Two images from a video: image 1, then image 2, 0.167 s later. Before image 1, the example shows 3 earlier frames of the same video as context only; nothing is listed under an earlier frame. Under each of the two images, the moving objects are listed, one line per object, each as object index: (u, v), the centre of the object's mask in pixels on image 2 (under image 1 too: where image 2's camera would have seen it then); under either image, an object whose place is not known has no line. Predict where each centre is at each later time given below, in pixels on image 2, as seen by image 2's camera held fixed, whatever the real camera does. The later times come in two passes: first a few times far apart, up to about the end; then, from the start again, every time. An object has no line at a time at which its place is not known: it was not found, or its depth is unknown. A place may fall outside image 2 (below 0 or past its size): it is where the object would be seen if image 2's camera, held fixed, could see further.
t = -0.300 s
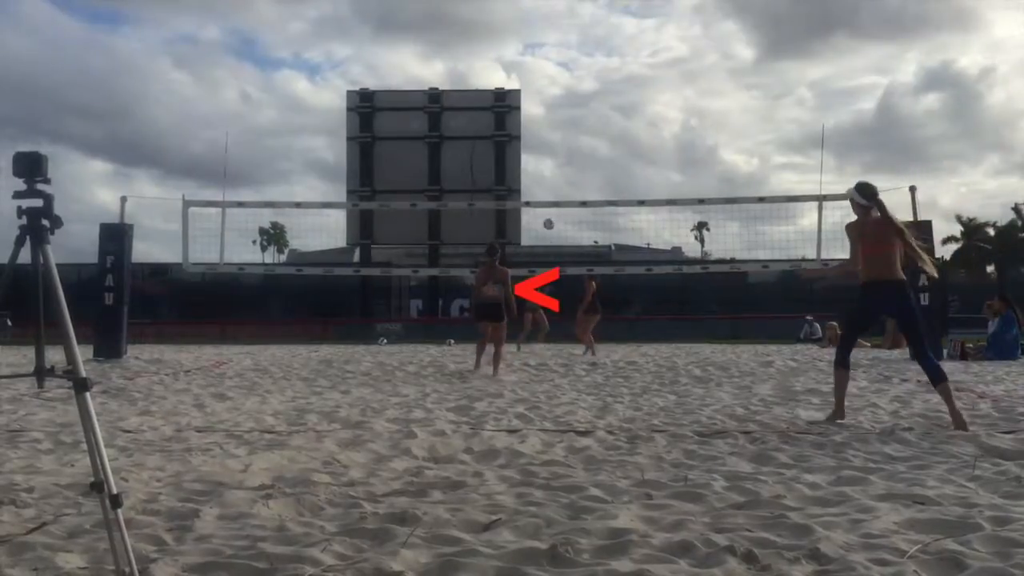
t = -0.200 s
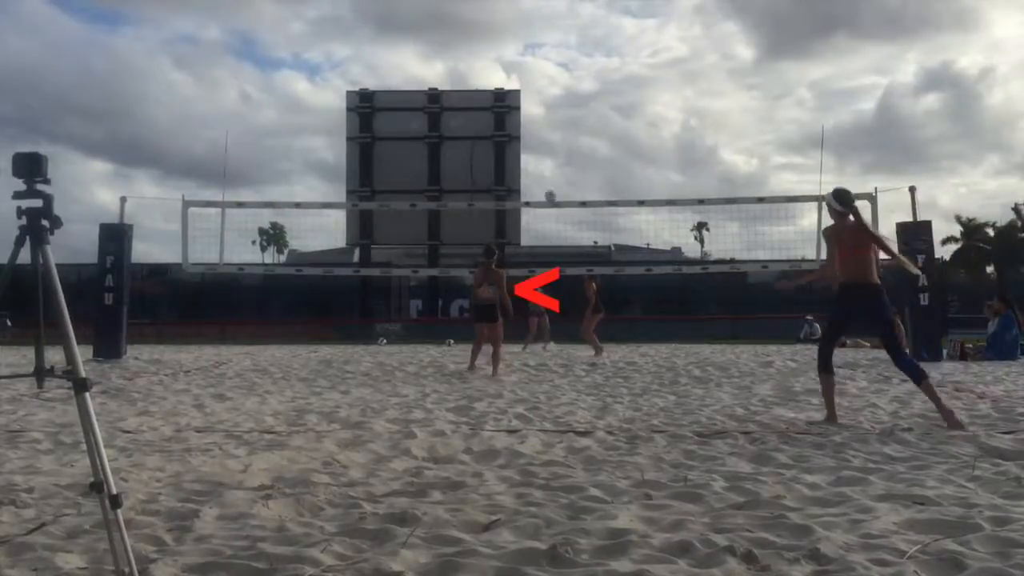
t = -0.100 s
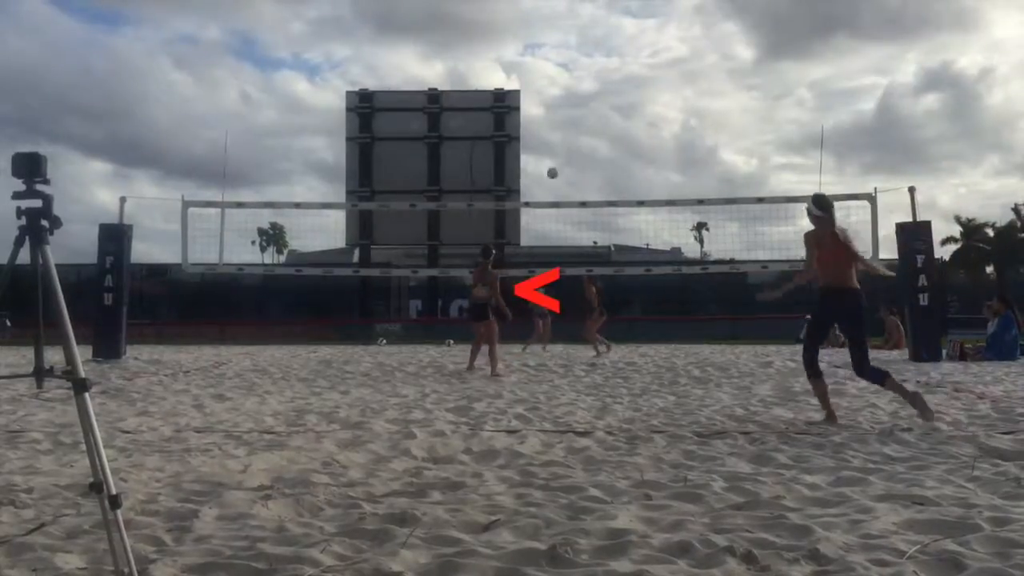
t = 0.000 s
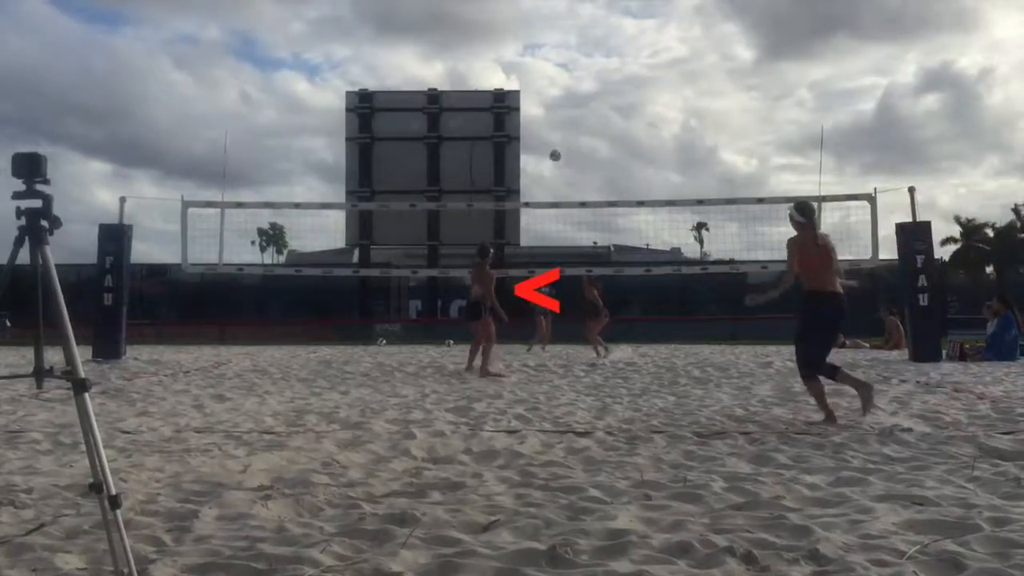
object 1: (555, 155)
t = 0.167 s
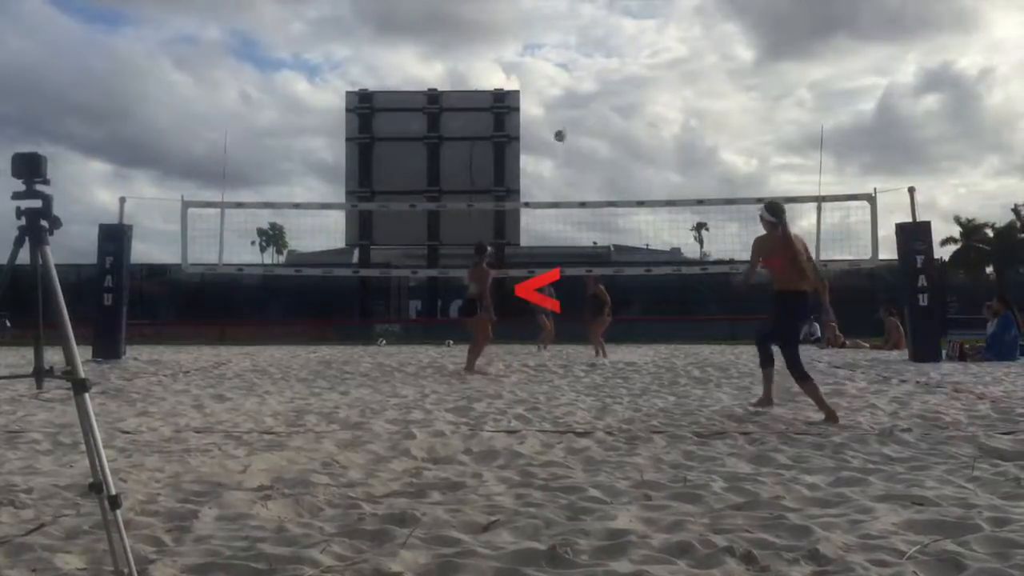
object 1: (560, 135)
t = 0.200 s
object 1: (560, 133)
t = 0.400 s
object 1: (566, 133)
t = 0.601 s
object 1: (573, 155)
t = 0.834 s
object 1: (583, 211)
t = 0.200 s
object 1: (560, 133)
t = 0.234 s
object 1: (561, 132)
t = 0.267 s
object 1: (562, 131)
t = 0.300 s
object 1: (563, 130)
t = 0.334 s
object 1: (564, 130)
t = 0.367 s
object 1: (565, 131)
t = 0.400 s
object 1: (566, 133)
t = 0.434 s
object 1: (568, 135)
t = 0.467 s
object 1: (569, 138)
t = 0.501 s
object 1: (570, 141)
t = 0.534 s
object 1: (571, 145)
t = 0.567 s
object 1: (572, 150)
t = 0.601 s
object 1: (573, 155)
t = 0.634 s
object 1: (574, 161)
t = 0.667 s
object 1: (576, 168)
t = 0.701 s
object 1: (577, 175)
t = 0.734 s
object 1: (579, 183)
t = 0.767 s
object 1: (580, 192)
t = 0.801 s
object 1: (582, 200)
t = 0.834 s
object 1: (583, 211)
